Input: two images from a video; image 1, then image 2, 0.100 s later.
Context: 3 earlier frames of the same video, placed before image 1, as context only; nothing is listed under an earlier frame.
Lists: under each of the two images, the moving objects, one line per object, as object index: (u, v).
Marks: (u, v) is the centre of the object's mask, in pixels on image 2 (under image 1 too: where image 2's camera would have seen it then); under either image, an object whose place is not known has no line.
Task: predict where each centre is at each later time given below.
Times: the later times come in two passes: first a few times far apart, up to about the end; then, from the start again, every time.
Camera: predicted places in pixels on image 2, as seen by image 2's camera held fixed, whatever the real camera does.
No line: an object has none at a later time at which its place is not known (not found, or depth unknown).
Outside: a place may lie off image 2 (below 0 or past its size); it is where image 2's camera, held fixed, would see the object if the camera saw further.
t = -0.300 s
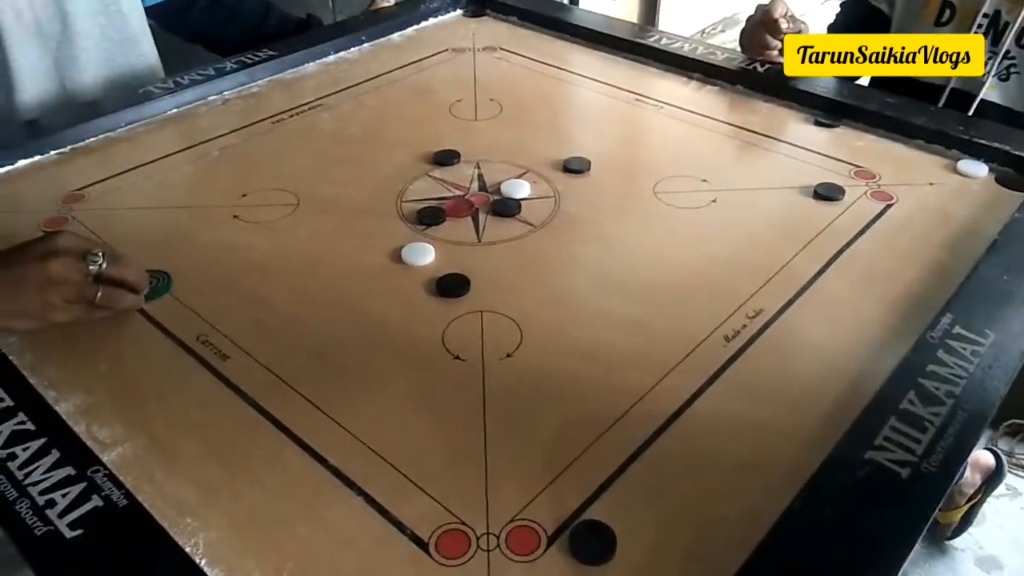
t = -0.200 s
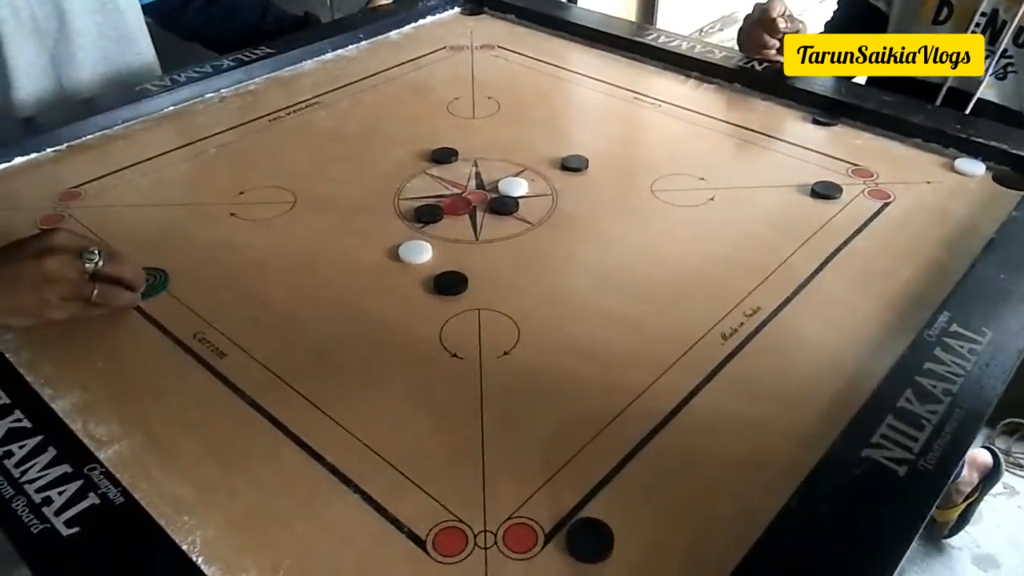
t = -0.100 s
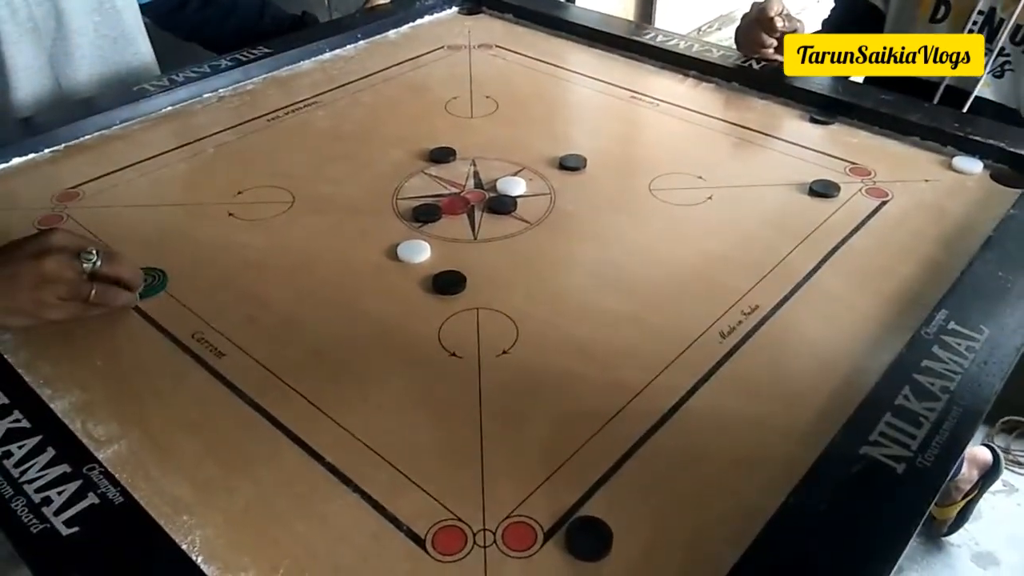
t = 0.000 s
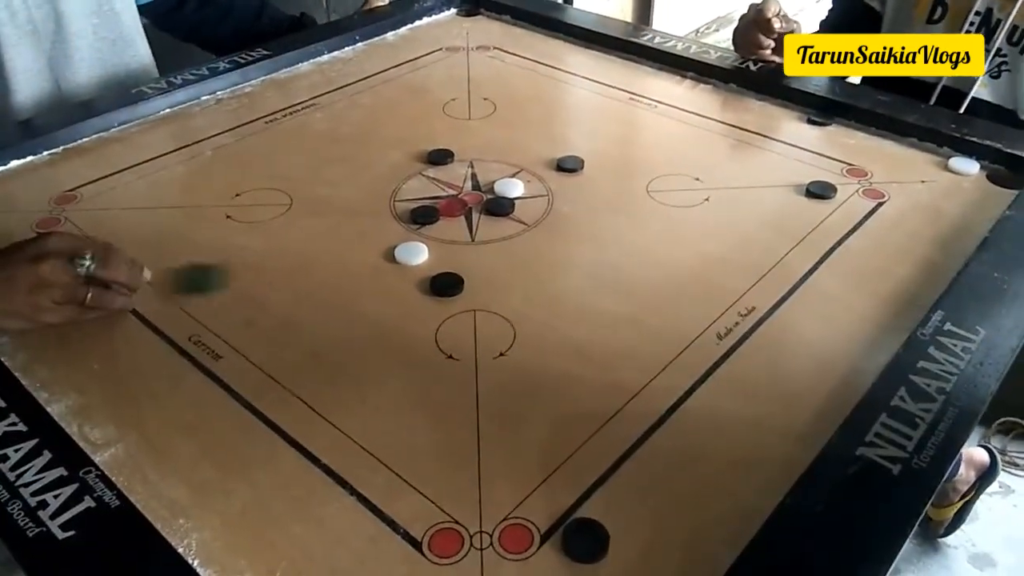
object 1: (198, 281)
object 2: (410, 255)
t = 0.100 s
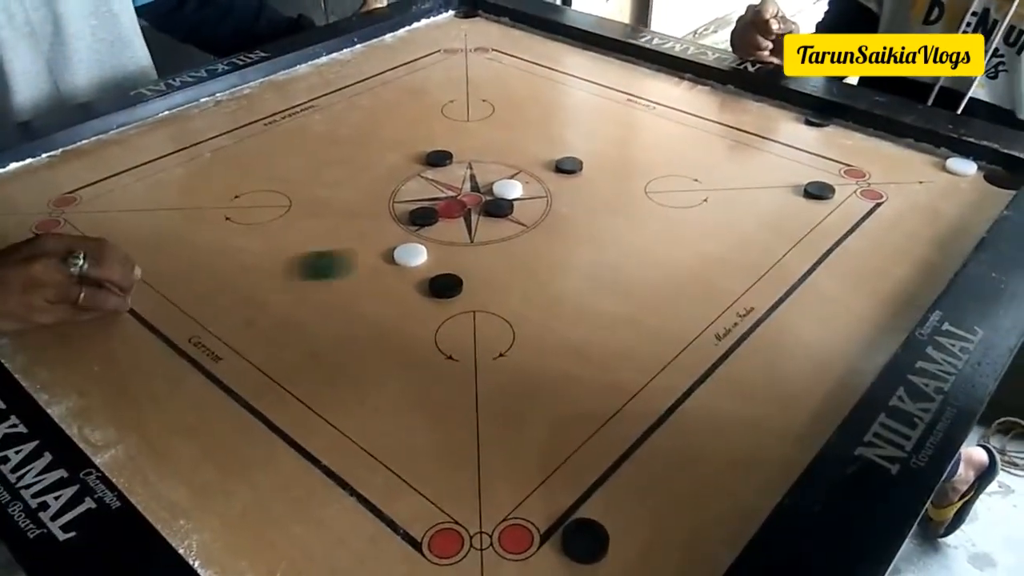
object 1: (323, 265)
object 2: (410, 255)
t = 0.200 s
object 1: (384, 256)
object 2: (486, 247)
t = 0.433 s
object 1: (422, 248)
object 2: (733, 218)
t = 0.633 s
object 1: (435, 244)
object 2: (914, 203)
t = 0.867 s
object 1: (436, 244)
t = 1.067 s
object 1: (435, 244)
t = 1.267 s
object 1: (436, 244)
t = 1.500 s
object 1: (436, 244)
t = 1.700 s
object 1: (436, 244)
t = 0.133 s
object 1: (361, 260)
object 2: (410, 254)
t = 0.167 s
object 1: (376, 257)
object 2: (446, 251)
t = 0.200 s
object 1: (384, 256)
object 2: (486, 247)
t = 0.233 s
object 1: (391, 255)
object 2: (521, 243)
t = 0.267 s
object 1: (398, 253)
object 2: (560, 239)
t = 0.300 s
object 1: (404, 252)
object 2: (597, 235)
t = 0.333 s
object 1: (410, 251)
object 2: (631, 231)
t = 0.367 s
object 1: (414, 250)
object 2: (664, 227)
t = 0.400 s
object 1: (419, 249)
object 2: (699, 222)
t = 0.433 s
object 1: (422, 248)
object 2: (733, 218)
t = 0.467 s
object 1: (426, 247)
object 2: (764, 214)
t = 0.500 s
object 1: (429, 246)
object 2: (794, 212)
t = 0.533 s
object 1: (432, 245)
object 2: (826, 207)
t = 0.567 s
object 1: (433, 245)
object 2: (856, 206)
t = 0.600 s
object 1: (434, 245)
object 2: (884, 204)
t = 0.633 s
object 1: (435, 244)
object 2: (914, 203)
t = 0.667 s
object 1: (435, 244)
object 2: (942, 201)
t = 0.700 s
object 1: (436, 245)
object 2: (967, 200)
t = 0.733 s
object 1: (436, 244)
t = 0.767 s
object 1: (436, 244)
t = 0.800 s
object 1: (436, 244)
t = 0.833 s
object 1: (436, 244)
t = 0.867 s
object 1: (436, 244)
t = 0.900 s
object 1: (436, 244)
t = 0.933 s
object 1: (436, 244)
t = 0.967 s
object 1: (435, 244)
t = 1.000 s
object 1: (435, 244)
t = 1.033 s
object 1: (435, 244)
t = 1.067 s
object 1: (435, 244)
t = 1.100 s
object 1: (436, 244)
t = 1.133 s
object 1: (436, 244)
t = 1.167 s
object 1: (436, 244)
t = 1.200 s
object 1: (436, 244)
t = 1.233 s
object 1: (436, 244)
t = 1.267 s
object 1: (436, 244)
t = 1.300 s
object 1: (436, 244)
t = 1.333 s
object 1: (436, 244)
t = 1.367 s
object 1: (436, 244)
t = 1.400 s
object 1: (436, 244)
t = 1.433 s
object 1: (436, 244)
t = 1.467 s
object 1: (436, 244)
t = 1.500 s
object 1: (436, 244)
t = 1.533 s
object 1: (436, 244)
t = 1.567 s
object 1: (436, 244)
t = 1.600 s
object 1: (436, 244)
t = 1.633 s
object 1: (435, 244)
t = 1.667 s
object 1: (435, 244)
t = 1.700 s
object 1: (436, 244)
